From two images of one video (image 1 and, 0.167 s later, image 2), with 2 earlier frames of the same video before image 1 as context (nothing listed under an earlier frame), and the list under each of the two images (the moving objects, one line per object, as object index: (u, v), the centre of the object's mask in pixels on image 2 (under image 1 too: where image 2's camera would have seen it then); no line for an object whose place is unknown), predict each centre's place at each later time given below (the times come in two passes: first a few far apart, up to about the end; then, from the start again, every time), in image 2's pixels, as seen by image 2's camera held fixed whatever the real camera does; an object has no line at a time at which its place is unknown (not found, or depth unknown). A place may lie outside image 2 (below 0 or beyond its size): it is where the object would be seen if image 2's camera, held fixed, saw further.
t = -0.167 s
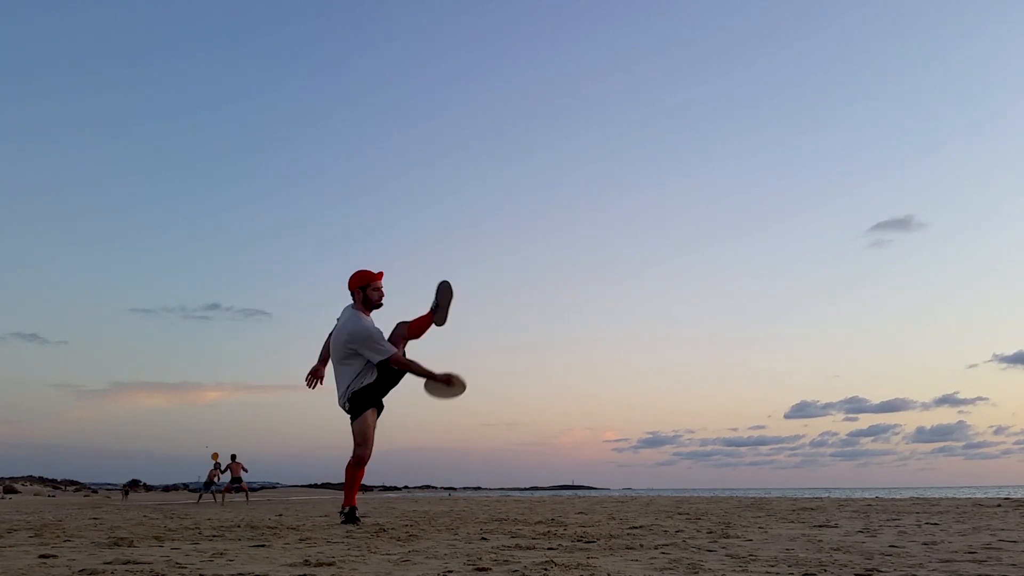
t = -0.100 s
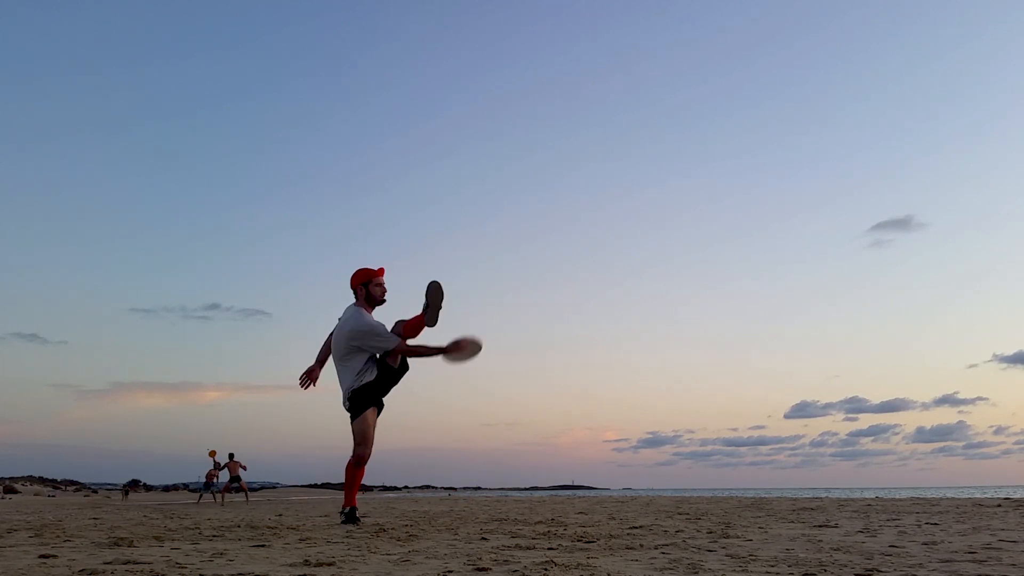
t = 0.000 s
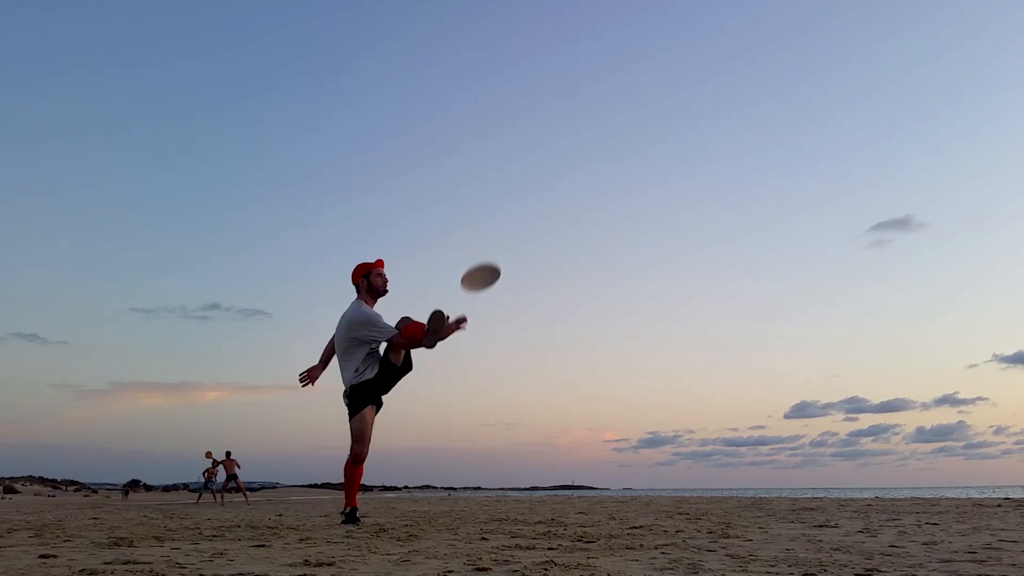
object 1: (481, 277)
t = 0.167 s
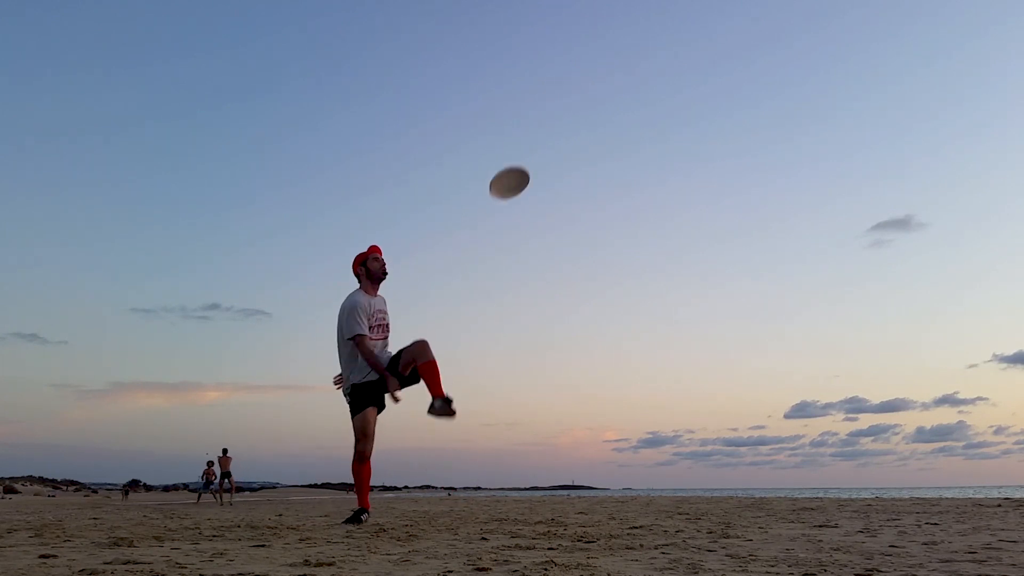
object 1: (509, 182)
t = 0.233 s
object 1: (521, 153)
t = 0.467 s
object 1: (557, 87)
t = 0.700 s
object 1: (577, 73)
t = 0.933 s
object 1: (572, 116)
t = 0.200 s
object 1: (515, 167)
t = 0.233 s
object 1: (521, 153)
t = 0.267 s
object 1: (527, 141)
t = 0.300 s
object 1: (532, 130)
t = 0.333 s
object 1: (537, 119)
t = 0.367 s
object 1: (543, 110)
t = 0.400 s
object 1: (548, 101)
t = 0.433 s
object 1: (552, 94)
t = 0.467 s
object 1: (557, 87)
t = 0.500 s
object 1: (561, 82)
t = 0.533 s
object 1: (565, 78)
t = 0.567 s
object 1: (568, 75)
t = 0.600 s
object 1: (571, 73)
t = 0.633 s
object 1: (573, 72)
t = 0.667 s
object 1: (575, 72)
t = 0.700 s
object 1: (577, 73)
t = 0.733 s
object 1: (578, 76)
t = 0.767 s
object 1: (578, 79)
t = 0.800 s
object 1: (578, 84)
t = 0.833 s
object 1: (578, 90)
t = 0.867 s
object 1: (576, 97)
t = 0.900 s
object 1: (574, 106)
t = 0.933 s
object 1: (572, 116)
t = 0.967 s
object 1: (568, 127)
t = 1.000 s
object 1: (564, 140)
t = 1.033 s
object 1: (559, 154)
